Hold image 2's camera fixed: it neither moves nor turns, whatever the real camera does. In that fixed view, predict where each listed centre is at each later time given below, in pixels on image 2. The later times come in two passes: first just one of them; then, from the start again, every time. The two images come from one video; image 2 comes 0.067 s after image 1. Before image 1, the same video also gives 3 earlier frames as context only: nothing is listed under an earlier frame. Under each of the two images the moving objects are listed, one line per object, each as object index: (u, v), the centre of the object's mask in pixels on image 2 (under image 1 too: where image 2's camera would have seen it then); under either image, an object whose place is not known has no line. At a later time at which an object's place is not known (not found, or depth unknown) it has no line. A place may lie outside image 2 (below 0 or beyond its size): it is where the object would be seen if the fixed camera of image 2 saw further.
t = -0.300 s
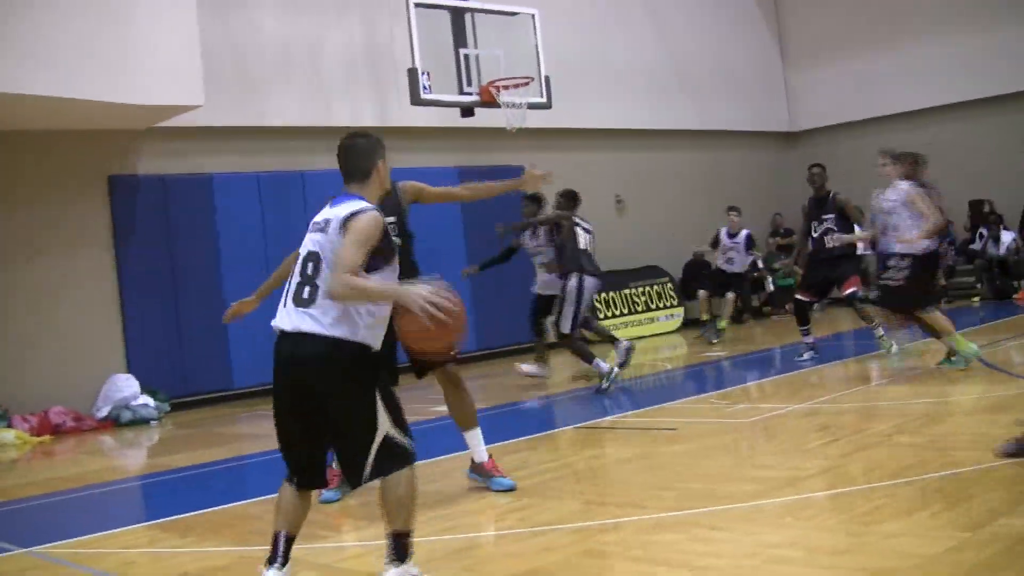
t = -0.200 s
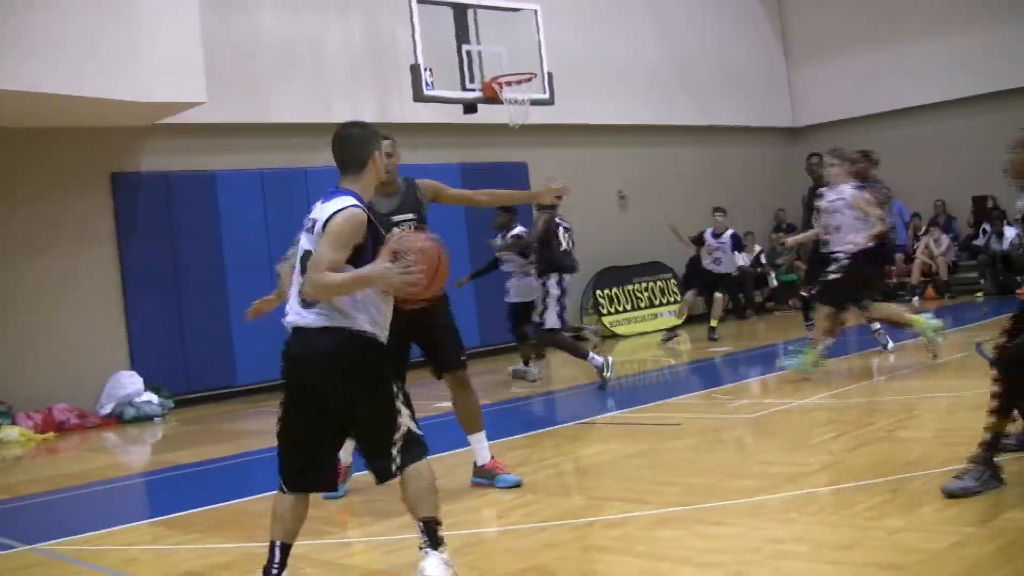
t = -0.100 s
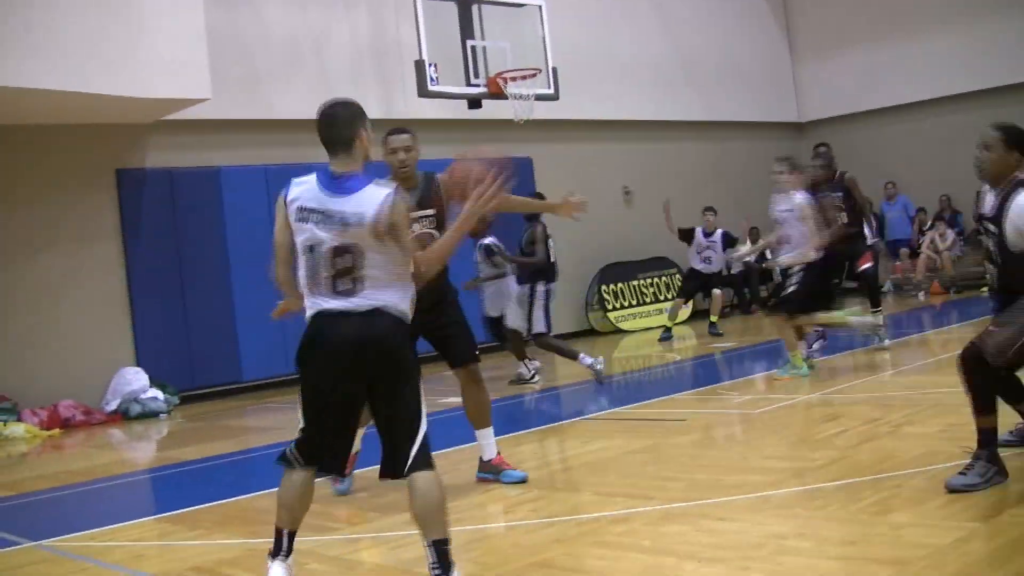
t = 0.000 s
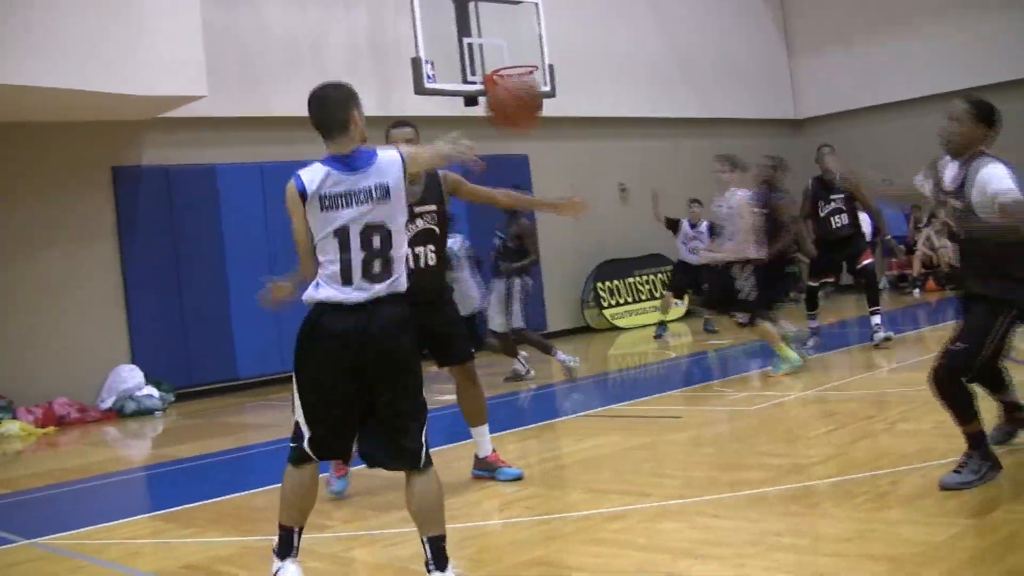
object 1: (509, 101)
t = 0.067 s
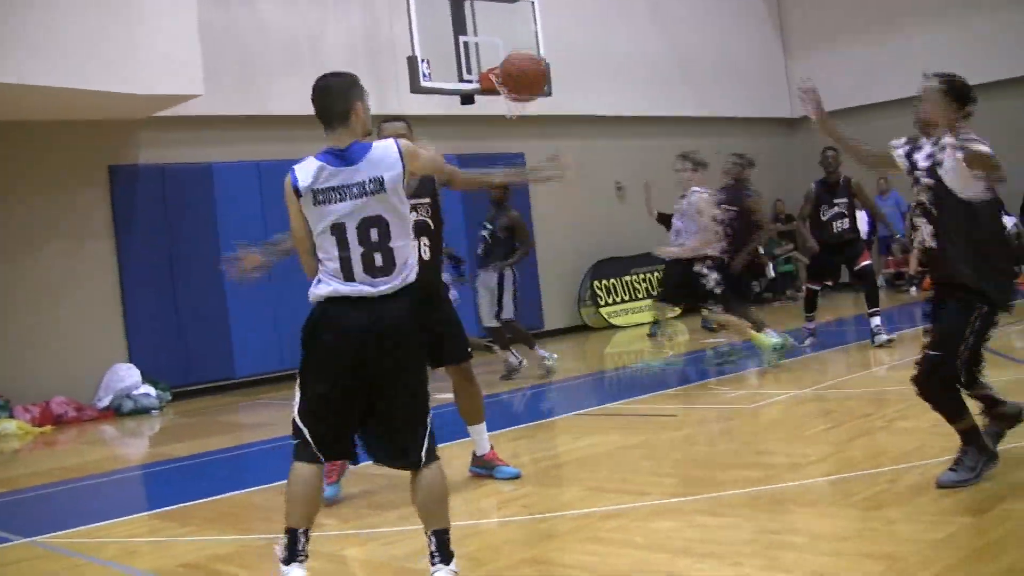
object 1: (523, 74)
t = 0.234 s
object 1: (550, 59)
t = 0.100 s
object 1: (530, 66)
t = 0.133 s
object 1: (536, 61)
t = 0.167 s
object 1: (541, 58)
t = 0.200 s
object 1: (546, 58)
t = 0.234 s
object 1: (550, 59)
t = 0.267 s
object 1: (555, 61)
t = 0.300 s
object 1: (559, 65)
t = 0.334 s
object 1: (564, 70)
